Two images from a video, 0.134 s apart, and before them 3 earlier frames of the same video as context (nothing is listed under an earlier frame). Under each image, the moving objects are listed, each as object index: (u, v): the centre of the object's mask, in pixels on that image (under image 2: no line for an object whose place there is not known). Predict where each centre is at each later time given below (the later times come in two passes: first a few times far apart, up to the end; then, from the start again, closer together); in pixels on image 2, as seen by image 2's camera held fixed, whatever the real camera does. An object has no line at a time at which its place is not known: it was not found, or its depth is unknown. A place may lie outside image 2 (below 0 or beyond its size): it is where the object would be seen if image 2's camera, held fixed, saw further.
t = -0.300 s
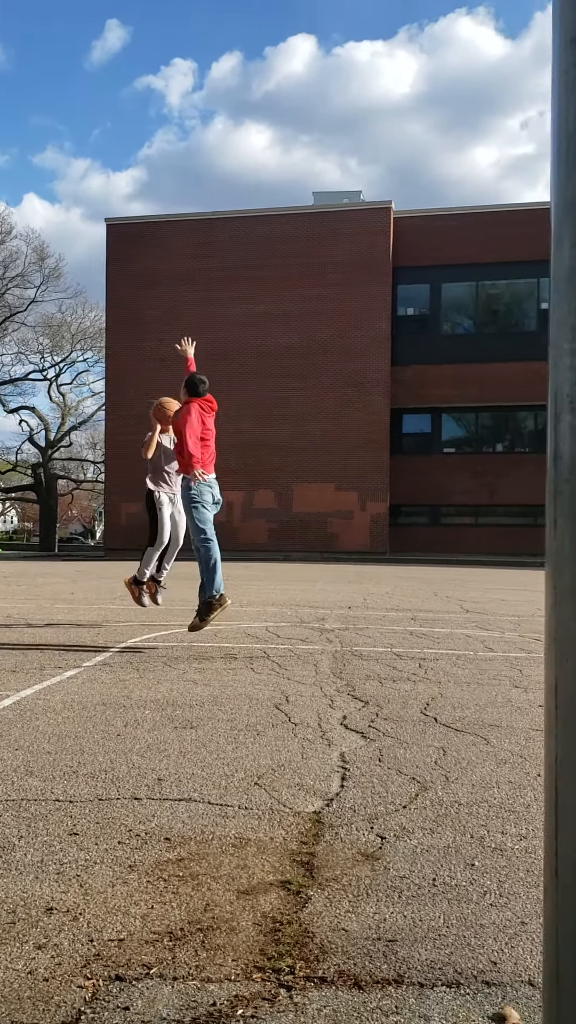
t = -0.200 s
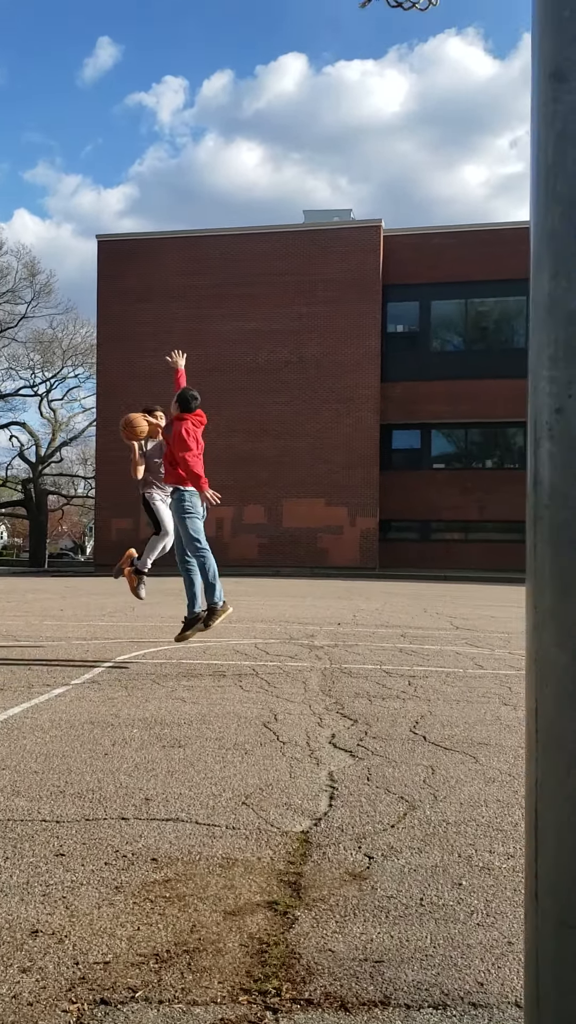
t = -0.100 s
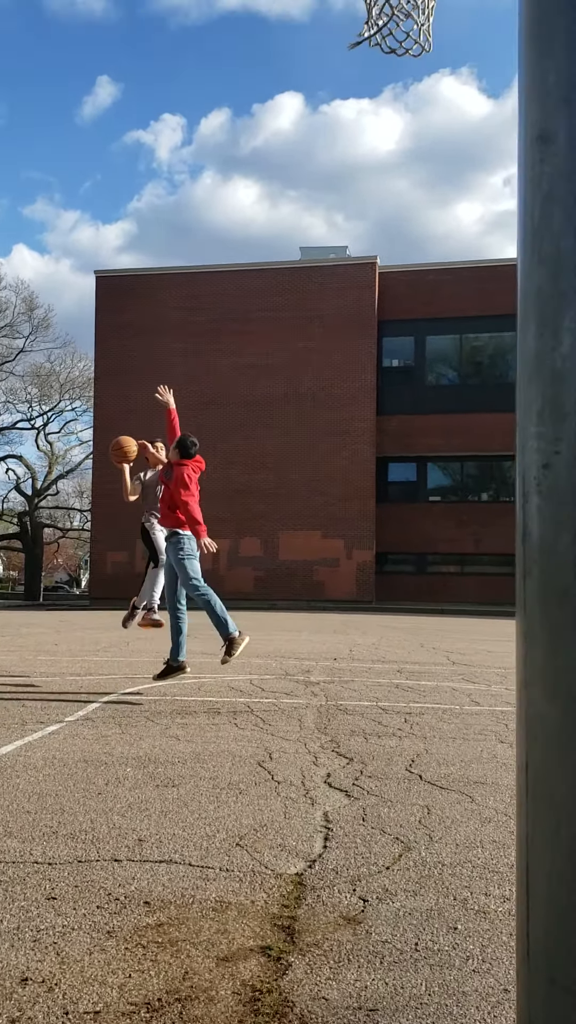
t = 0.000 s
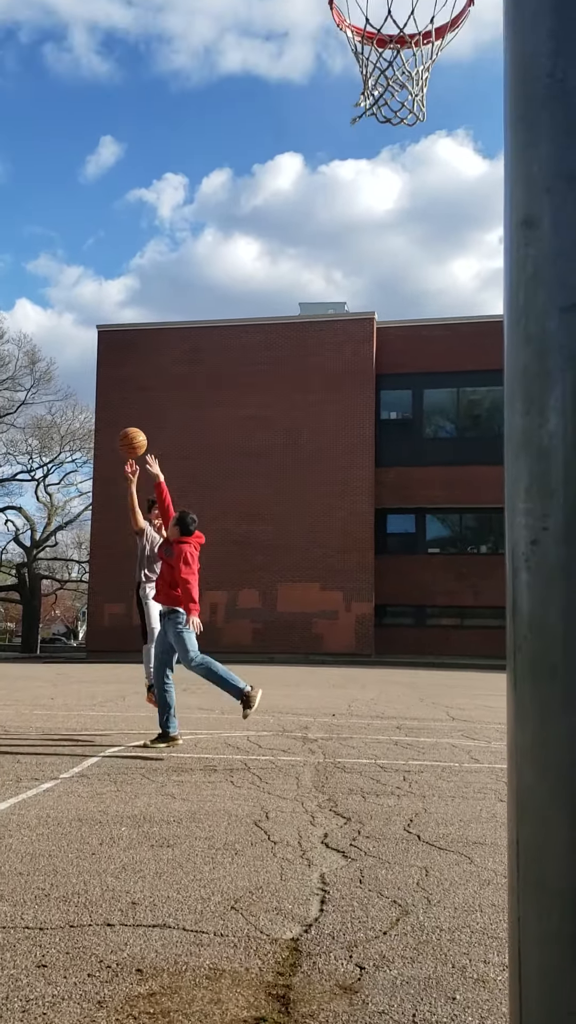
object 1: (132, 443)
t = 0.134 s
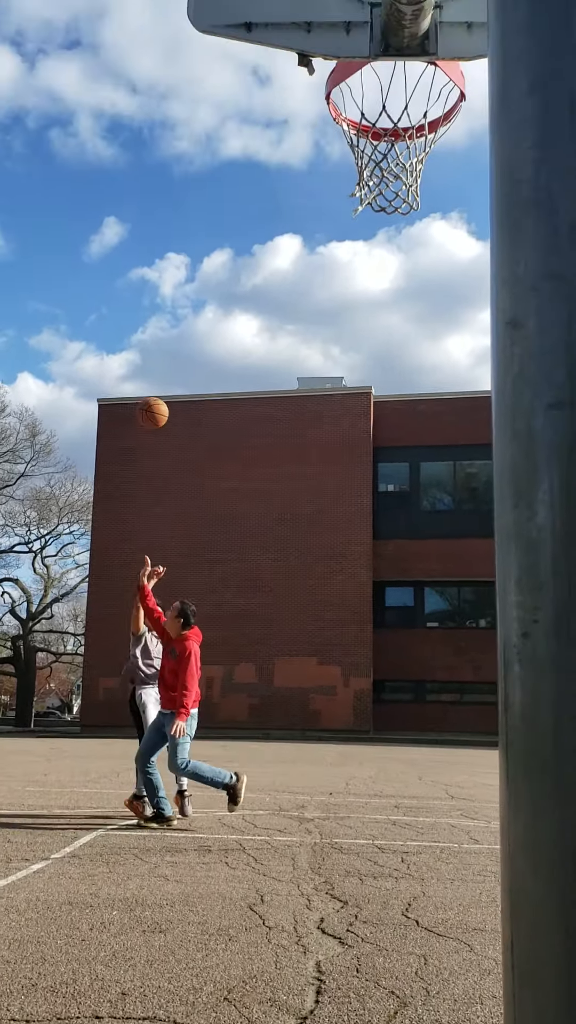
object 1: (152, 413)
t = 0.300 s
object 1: (180, 296)
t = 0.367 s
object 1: (191, 251)
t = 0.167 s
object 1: (158, 388)
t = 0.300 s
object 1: (180, 296)
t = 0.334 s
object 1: (186, 274)
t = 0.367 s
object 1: (191, 251)
